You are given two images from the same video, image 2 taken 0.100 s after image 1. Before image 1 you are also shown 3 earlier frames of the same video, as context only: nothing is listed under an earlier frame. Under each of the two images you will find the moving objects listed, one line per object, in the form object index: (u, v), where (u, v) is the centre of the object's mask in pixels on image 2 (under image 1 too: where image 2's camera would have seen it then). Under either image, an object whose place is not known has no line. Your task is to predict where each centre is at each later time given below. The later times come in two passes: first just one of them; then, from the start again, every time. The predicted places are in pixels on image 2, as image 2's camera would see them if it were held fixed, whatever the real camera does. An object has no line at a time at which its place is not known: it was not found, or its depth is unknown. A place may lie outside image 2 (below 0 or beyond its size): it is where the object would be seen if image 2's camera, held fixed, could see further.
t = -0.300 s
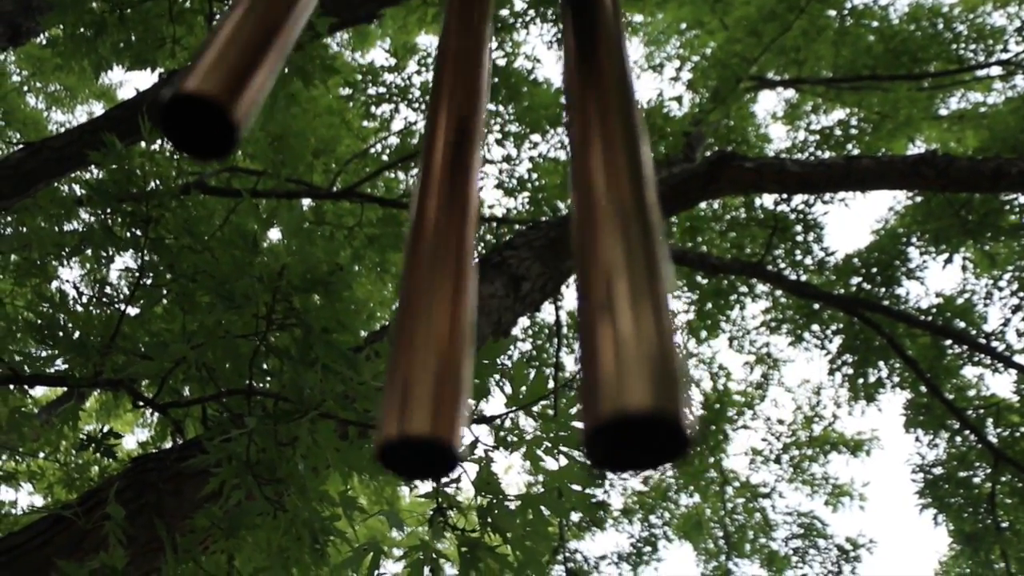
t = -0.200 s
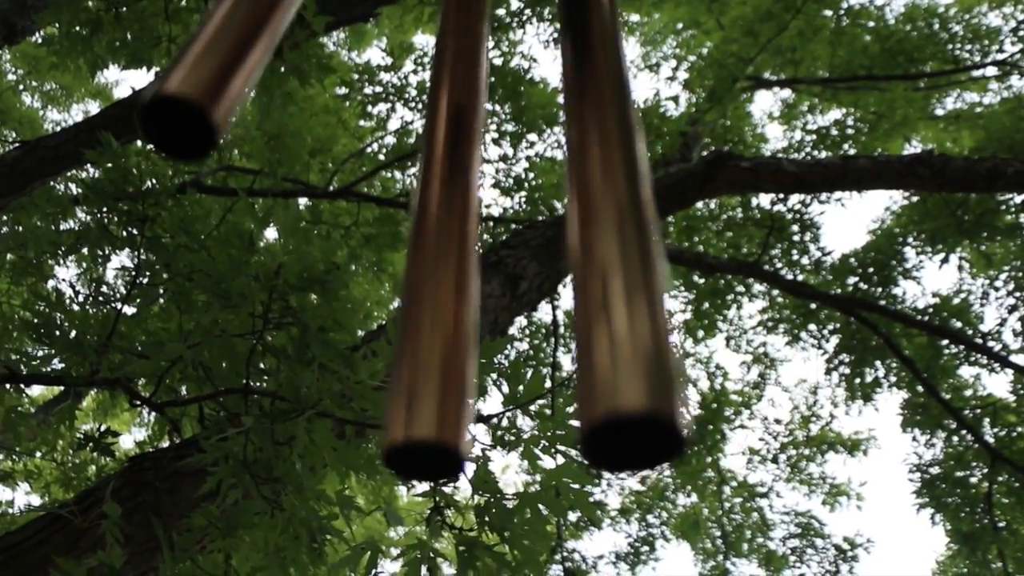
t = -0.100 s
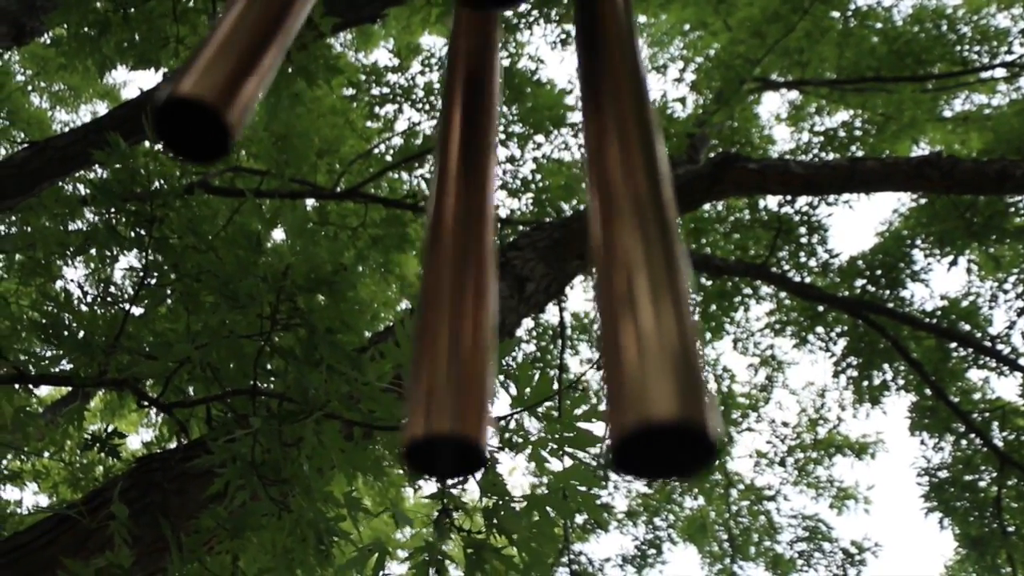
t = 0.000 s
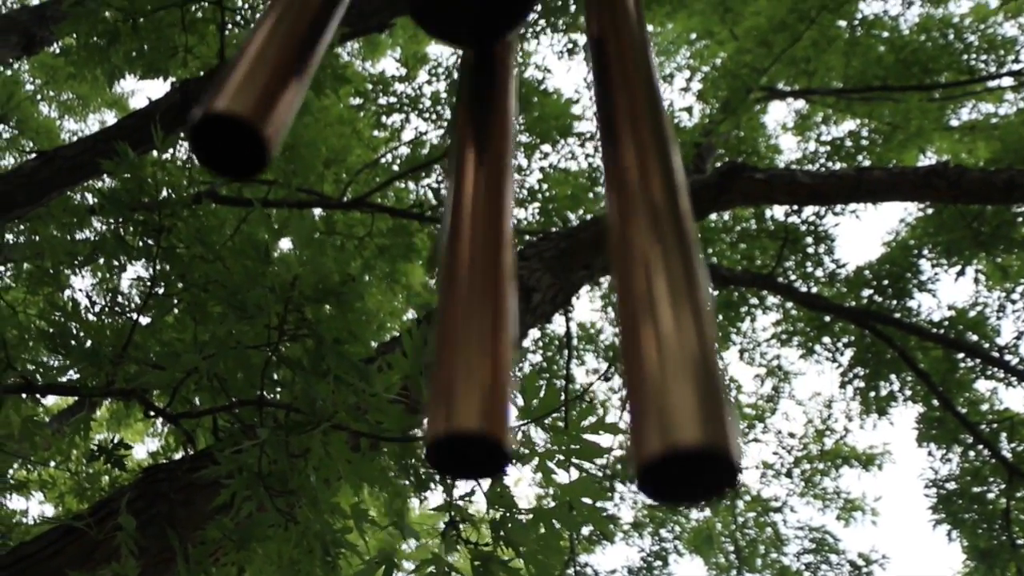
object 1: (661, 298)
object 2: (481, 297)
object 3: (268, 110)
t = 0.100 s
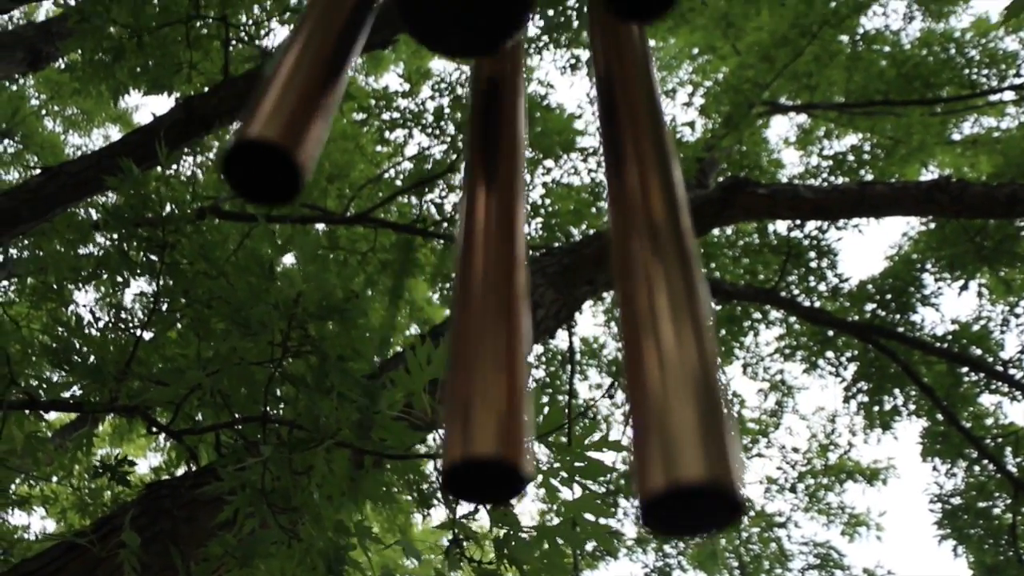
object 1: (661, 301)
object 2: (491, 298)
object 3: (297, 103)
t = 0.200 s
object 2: (489, 299)
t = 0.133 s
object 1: (661, 301)
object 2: (491, 298)
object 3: (299, 100)
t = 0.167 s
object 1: (661, 310)
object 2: (489, 299)
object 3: (301, 99)
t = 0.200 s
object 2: (489, 299)
